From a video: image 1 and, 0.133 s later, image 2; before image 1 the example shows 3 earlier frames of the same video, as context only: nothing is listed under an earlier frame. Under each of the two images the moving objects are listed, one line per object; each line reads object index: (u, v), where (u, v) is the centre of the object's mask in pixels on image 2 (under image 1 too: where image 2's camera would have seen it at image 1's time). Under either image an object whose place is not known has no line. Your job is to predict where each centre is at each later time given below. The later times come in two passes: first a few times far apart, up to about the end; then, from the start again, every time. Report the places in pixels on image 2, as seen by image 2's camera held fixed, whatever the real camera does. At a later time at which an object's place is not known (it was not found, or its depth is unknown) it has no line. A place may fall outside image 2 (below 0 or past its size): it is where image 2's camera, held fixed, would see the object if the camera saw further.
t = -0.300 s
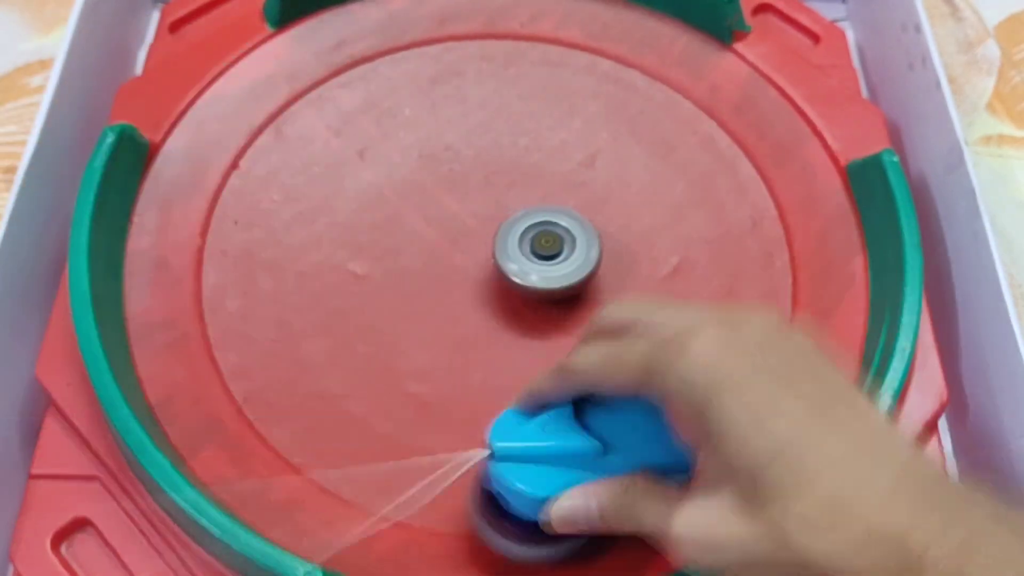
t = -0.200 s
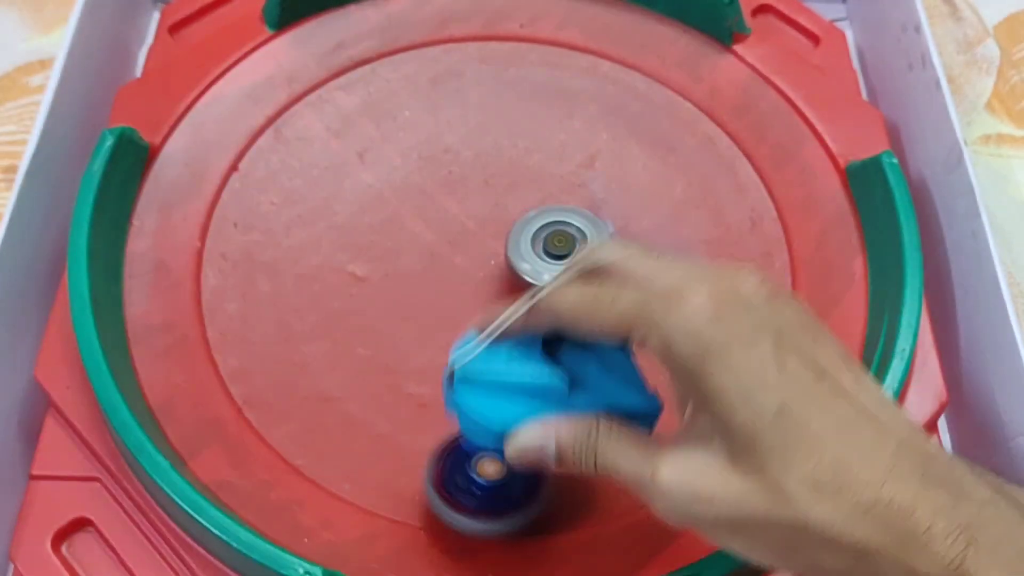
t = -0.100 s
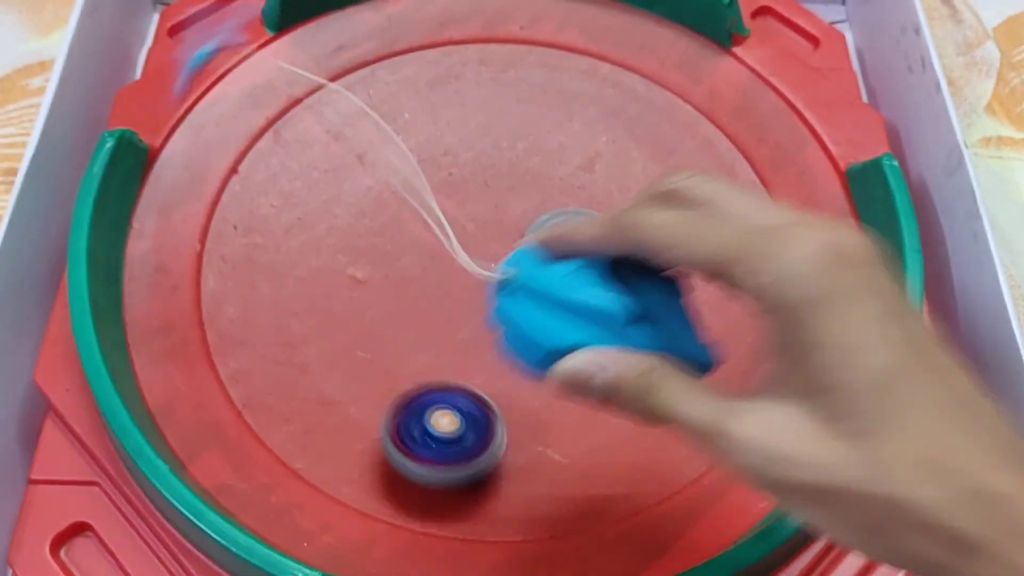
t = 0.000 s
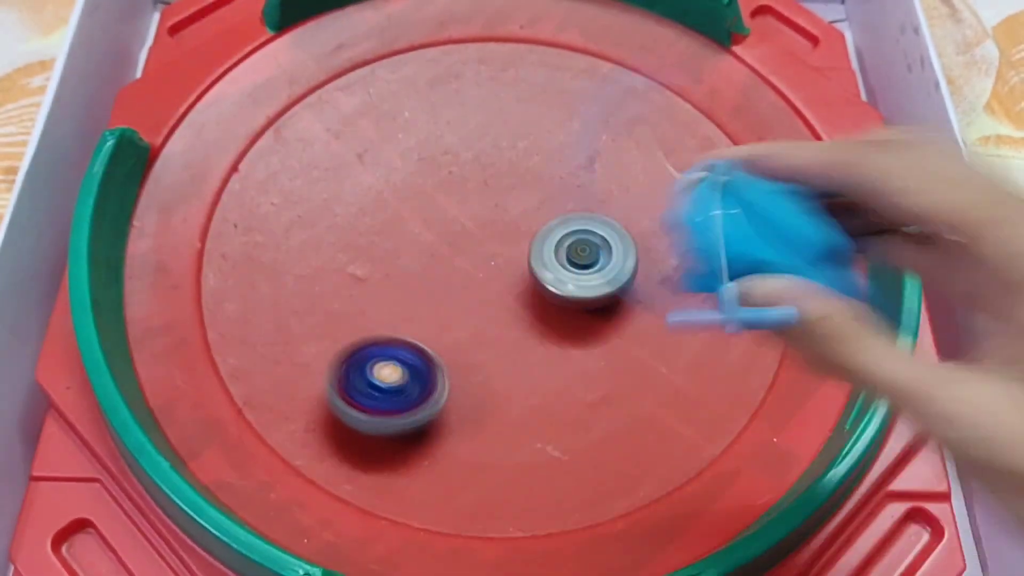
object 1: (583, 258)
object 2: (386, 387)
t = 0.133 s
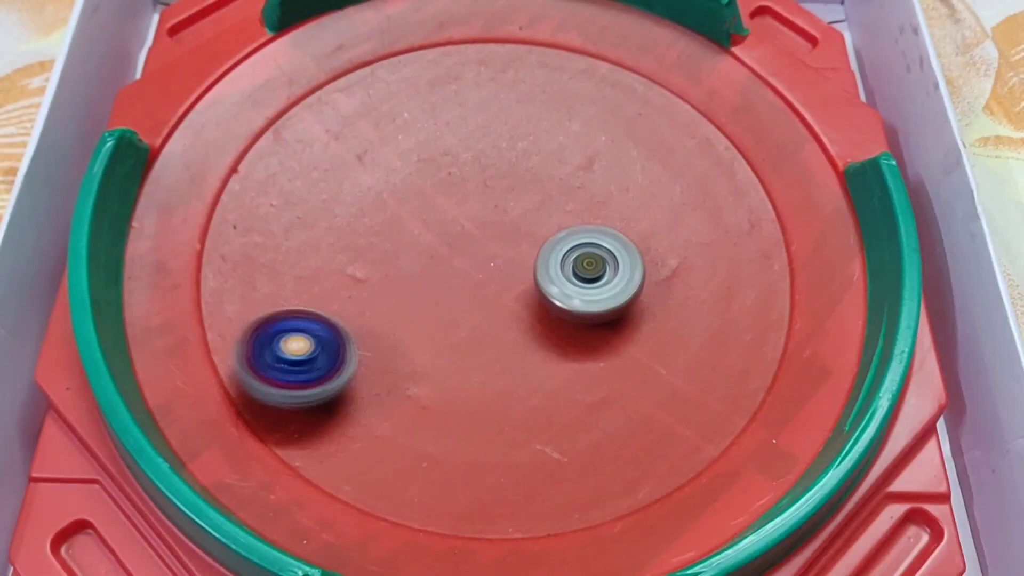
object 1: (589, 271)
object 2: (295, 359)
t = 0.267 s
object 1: (586, 281)
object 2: (236, 370)
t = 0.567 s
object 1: (554, 270)
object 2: (273, 353)
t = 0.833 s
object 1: (568, 226)
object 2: (279, 273)
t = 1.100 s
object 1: (574, 252)
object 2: (251, 208)
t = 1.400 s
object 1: (557, 212)
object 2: (289, 190)
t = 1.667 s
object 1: (553, 240)
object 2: (364, 116)
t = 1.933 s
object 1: (522, 212)
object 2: (370, 72)
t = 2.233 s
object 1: (532, 205)
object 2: (417, 77)
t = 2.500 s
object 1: (517, 233)
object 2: (504, 80)
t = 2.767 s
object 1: (466, 240)
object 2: (570, 60)
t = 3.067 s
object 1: (487, 220)
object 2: (624, 59)
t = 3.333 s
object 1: (501, 268)
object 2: (678, 83)
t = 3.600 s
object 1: (454, 284)
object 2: (700, 136)
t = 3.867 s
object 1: (460, 255)
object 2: (761, 194)
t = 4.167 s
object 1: (522, 257)
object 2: (781, 248)
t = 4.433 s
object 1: (556, 289)
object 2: (768, 301)
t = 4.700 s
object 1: (537, 314)
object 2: (711, 362)
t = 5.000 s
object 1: (520, 282)
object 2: (688, 421)
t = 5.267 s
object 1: (539, 250)
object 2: (612, 432)
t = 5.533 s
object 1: (576, 235)
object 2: (525, 466)
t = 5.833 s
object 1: (585, 255)
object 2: (474, 444)
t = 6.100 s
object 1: (555, 250)
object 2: (354, 408)
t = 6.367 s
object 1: (545, 224)
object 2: (356, 401)
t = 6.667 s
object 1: (557, 215)
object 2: (298, 272)
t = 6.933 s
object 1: (546, 232)
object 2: (276, 286)
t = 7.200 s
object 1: (524, 247)
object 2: (357, 187)
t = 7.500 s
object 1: (484, 256)
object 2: (310, 136)
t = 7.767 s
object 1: (468, 246)
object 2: (423, 154)
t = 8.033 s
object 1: (486, 245)
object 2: (485, 70)
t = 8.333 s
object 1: (498, 264)
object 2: (479, 103)
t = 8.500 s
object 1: (500, 273)
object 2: (559, 135)
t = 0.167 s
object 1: (590, 273)
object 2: (275, 358)
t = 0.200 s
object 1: (589, 276)
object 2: (258, 361)
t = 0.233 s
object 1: (588, 279)
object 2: (240, 367)
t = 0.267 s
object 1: (586, 281)
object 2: (236, 370)
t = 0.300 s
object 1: (584, 284)
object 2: (246, 373)
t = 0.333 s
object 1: (580, 285)
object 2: (257, 373)
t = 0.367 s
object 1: (577, 285)
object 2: (265, 372)
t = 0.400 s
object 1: (574, 285)
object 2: (271, 372)
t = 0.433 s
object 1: (570, 284)
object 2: (273, 371)
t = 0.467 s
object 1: (565, 282)
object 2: (273, 369)
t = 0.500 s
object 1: (560, 279)
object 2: (273, 365)
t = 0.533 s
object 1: (556, 275)
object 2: (272, 360)
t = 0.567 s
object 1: (554, 270)
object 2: (273, 353)
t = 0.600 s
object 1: (553, 265)
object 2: (275, 346)
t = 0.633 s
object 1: (551, 259)
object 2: (277, 338)
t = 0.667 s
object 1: (550, 253)
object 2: (280, 330)
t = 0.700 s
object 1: (551, 246)
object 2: (281, 320)
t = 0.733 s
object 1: (554, 240)
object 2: (282, 309)
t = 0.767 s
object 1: (557, 235)
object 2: (282, 297)
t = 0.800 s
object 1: (562, 230)
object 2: (281, 284)
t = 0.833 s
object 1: (568, 226)
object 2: (279, 273)
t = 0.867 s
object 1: (573, 226)
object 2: (277, 261)
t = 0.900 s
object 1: (579, 229)
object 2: (274, 250)
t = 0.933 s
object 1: (583, 232)
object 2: (269, 241)
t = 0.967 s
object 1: (586, 236)
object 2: (266, 233)
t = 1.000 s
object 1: (587, 242)
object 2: (262, 225)
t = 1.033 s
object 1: (585, 246)
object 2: (257, 218)
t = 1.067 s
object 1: (580, 249)
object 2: (254, 212)
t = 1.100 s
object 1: (574, 252)
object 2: (251, 208)
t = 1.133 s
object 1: (566, 252)
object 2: (251, 206)
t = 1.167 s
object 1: (559, 250)
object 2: (252, 205)
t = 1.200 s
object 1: (554, 245)
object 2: (254, 204)
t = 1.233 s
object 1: (550, 239)
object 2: (257, 203)
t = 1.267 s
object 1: (548, 233)
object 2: (261, 203)
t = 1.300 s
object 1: (548, 227)
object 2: (267, 201)
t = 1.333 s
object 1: (550, 221)
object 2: (274, 198)
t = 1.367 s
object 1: (553, 216)
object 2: (281, 193)
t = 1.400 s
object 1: (557, 212)
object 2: (289, 190)
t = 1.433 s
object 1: (563, 212)
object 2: (297, 186)
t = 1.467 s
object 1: (568, 214)
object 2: (308, 182)
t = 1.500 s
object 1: (573, 218)
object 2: (319, 173)
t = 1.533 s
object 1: (575, 224)
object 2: (331, 163)
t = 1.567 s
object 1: (574, 230)
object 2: (341, 152)
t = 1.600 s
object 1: (569, 236)
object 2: (351, 140)
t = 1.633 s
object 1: (562, 240)
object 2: (359, 128)
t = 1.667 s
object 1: (553, 240)
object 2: (364, 116)
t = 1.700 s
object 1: (544, 238)
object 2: (367, 107)
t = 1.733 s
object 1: (537, 234)
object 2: (368, 98)
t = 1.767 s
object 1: (533, 231)
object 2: (369, 91)
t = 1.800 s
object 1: (529, 227)
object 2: (369, 84)
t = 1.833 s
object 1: (528, 224)
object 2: (368, 80)
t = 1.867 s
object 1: (526, 221)
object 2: (368, 76)
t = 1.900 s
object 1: (524, 216)
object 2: (369, 74)
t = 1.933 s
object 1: (522, 212)
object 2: (370, 72)
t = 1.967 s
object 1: (519, 208)
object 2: (371, 72)
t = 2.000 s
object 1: (517, 204)
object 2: (374, 70)
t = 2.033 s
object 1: (517, 202)
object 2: (376, 71)
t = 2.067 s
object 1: (517, 199)
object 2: (379, 70)
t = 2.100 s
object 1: (519, 198)
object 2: (383, 72)
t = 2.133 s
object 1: (523, 198)
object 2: (390, 72)
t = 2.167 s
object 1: (526, 200)
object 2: (398, 74)
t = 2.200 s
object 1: (529, 202)
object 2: (408, 75)
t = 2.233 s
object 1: (532, 205)
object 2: (417, 77)
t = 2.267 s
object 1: (533, 208)
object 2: (427, 79)
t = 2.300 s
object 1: (532, 212)
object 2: (437, 80)
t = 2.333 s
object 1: (530, 214)
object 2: (449, 80)
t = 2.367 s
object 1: (527, 217)
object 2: (461, 80)
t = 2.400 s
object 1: (524, 220)
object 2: (473, 80)
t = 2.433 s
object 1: (521, 224)
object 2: (484, 81)
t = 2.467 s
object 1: (519, 228)
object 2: (495, 81)
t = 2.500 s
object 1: (517, 233)
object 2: (504, 80)
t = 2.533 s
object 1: (513, 237)
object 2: (514, 78)
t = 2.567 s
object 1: (508, 241)
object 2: (525, 76)
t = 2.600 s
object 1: (501, 244)
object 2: (534, 73)
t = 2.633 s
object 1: (493, 245)
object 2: (542, 72)
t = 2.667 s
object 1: (486, 246)
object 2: (549, 69)
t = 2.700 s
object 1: (479, 246)
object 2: (556, 66)
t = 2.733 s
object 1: (472, 244)
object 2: (563, 63)
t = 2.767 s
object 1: (466, 240)
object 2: (570, 60)
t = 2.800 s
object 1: (463, 235)
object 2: (577, 57)
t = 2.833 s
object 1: (461, 230)
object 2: (582, 54)
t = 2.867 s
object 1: (460, 226)
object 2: (584, 51)
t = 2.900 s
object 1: (461, 224)
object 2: (587, 50)
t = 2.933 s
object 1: (463, 221)
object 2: (592, 50)
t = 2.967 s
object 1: (467, 219)
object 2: (598, 51)
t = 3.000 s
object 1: (473, 217)
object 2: (605, 52)
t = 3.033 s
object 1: (481, 218)
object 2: (614, 56)
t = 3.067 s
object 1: (487, 220)
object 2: (624, 59)
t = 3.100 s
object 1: (494, 224)
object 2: (633, 62)
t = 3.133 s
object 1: (501, 229)
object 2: (643, 66)
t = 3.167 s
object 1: (506, 236)
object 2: (652, 68)
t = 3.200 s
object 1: (509, 243)
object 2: (657, 69)
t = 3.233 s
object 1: (509, 249)
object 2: (662, 72)
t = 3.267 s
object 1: (508, 255)
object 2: (668, 75)
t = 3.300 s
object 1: (505, 262)
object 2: (673, 79)
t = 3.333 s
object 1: (501, 268)
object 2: (678, 83)
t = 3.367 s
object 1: (496, 273)
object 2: (682, 87)
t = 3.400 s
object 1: (489, 277)
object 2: (685, 92)
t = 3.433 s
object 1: (482, 280)
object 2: (688, 99)
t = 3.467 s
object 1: (474, 282)
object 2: (692, 107)
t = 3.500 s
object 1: (467, 283)
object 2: (695, 114)
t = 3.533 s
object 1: (462, 284)
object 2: (698, 120)
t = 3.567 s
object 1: (458, 284)
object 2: (699, 128)
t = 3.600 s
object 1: (454, 284)
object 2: (700, 136)
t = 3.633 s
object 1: (450, 281)
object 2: (704, 148)
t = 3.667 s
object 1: (448, 278)
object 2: (712, 158)
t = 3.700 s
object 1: (446, 274)
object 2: (721, 167)
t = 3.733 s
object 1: (447, 270)
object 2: (730, 176)
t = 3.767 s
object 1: (448, 267)
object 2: (739, 182)
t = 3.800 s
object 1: (451, 263)
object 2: (748, 188)
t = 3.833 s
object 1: (455, 259)
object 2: (754, 191)
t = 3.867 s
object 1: (460, 255)
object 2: (761, 194)
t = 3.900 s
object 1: (466, 252)
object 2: (768, 199)
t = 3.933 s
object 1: (473, 250)
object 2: (776, 206)
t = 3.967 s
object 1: (481, 248)
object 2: (777, 211)
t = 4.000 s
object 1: (490, 245)
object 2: (774, 215)
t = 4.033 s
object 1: (498, 248)
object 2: (775, 221)
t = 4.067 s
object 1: (504, 249)
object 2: (777, 228)
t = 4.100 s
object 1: (511, 251)
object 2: (778, 234)
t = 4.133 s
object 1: (517, 254)
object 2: (780, 242)
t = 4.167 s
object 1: (522, 257)
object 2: (781, 248)
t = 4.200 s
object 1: (528, 259)
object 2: (782, 253)
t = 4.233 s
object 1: (534, 263)
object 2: (780, 258)
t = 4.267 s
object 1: (538, 266)
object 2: (778, 265)
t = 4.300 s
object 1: (542, 271)
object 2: (777, 274)
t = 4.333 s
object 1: (546, 276)
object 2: (776, 281)
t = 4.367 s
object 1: (551, 281)
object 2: (774, 288)
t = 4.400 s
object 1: (554, 285)
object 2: (770, 296)
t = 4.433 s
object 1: (556, 289)
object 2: (768, 301)
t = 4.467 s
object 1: (556, 293)
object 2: (766, 306)
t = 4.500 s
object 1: (555, 298)
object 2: (762, 310)
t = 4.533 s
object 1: (554, 302)
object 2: (755, 314)
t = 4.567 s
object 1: (552, 306)
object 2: (746, 320)
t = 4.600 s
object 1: (549, 309)
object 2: (735, 328)
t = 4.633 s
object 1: (546, 311)
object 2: (726, 339)
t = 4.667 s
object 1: (541, 313)
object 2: (717, 352)
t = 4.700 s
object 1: (537, 314)
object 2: (711, 362)
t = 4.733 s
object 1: (532, 314)
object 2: (706, 372)
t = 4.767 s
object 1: (527, 312)
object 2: (701, 382)
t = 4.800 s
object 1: (523, 309)
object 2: (697, 391)
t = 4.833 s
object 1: (521, 306)
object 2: (695, 400)
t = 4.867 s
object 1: (519, 302)
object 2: (693, 406)
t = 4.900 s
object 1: (519, 297)
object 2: (692, 412)
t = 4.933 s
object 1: (518, 292)
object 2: (691, 416)
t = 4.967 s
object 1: (519, 287)
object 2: (690, 419)
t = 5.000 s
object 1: (520, 282)
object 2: (688, 421)
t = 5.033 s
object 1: (521, 278)
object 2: (684, 423)
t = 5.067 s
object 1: (523, 274)
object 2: (679, 424)
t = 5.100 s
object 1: (524, 270)
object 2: (673, 425)
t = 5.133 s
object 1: (527, 265)
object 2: (663, 426)
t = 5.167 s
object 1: (528, 261)
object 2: (650, 427)
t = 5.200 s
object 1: (532, 257)
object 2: (637, 428)
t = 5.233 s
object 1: (535, 253)
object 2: (626, 429)
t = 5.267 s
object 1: (539, 250)
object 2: (612, 432)
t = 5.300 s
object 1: (543, 247)
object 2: (601, 433)
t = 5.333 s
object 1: (549, 244)
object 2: (588, 436)
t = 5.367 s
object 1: (554, 241)
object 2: (573, 441)
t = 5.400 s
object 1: (558, 238)
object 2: (559, 446)
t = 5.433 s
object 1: (562, 235)
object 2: (547, 453)
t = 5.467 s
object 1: (566, 234)
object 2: (538, 459)
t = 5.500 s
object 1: (571, 234)
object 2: (531, 463)
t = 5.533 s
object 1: (576, 235)
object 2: (525, 466)
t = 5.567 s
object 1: (579, 236)
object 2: (522, 467)
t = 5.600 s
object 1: (583, 238)
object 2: (518, 468)
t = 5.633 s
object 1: (587, 240)
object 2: (515, 468)
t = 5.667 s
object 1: (589, 243)
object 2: (511, 466)
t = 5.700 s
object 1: (590, 246)
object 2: (506, 464)
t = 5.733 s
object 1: (591, 248)
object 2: (499, 460)
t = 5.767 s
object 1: (590, 251)
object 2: (491, 456)
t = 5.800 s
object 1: (589, 253)
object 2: (483, 450)
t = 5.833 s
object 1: (585, 255)
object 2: (474, 444)
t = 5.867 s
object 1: (581, 257)
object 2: (464, 437)
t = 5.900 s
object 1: (577, 258)
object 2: (452, 429)
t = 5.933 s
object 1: (572, 258)
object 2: (438, 421)
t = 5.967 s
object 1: (569, 258)
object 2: (420, 414)
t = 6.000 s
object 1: (566, 256)
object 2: (399, 409)
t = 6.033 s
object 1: (563, 255)
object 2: (380, 406)
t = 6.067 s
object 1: (559, 253)
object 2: (364, 405)
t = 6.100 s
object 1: (555, 250)
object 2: (354, 408)
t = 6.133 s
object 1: (552, 248)
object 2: (346, 412)
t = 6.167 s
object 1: (550, 244)
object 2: (341, 416)
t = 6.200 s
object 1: (548, 241)
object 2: (338, 418)
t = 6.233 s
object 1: (546, 238)
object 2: (336, 419)
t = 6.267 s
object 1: (545, 235)
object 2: (338, 419)
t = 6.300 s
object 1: (545, 231)
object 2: (341, 416)
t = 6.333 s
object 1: (545, 228)
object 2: (348, 410)
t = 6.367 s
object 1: (545, 224)
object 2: (356, 401)
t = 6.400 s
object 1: (545, 221)
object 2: (363, 389)
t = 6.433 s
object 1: (546, 217)
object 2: (365, 373)
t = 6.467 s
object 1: (545, 214)
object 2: (363, 356)
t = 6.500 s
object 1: (546, 211)
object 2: (358, 337)
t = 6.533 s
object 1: (547, 209)
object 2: (351, 321)
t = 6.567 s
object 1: (549, 209)
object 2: (341, 307)
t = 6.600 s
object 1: (552, 210)
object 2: (328, 293)
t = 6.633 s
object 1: (555, 212)
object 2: (314, 282)
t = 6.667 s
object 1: (557, 215)
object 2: (298, 272)
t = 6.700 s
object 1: (557, 217)
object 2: (282, 264)
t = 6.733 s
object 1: (557, 220)
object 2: (266, 261)
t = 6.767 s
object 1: (557, 222)
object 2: (257, 263)
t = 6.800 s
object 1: (556, 225)
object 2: (251, 268)
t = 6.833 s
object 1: (554, 228)
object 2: (250, 276)
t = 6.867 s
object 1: (552, 229)
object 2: (255, 281)
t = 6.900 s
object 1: (549, 231)
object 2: (263, 285)
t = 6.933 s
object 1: (546, 232)
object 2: (276, 286)
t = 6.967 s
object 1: (544, 233)
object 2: (292, 284)
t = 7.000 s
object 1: (541, 234)
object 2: (306, 275)
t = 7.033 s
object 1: (539, 236)
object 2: (321, 264)
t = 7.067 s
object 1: (537, 238)
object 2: (334, 249)
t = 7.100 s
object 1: (535, 241)
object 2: (345, 236)
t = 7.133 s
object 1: (532, 243)
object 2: (352, 221)
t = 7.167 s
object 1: (528, 246)
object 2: (356, 203)
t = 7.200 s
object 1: (524, 247)
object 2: (357, 187)
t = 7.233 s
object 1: (520, 248)
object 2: (355, 172)
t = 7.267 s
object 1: (516, 249)
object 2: (351, 158)
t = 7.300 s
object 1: (512, 251)
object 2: (345, 147)
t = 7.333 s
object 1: (508, 253)
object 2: (339, 137)
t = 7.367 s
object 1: (502, 254)
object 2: (332, 130)
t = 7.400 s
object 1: (497, 255)
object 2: (324, 127)
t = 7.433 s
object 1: (492, 256)
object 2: (316, 127)
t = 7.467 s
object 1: (488, 256)
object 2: (312, 131)
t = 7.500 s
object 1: (484, 256)
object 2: (310, 136)
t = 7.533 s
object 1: (480, 255)
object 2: (313, 144)
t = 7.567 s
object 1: (478, 254)
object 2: (320, 152)
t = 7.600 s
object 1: (475, 254)
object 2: (331, 159)
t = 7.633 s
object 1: (473, 253)
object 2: (346, 162)
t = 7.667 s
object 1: (471, 252)
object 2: (365, 164)
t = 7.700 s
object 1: (470, 251)
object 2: (384, 164)
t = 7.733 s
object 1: (469, 249)
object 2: (403, 161)
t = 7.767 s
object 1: (468, 246)
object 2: (423, 154)
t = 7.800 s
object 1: (469, 244)
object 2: (441, 145)
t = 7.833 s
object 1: (471, 242)
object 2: (455, 134)
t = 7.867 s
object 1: (474, 242)
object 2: (468, 122)
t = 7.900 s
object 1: (477, 243)
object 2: (476, 109)
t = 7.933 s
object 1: (479, 243)
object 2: (482, 98)
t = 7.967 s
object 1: (481, 244)
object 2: (486, 86)
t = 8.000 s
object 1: (483, 244)
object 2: (488, 77)
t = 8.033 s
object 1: (486, 245)
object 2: (485, 70)
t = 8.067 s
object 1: (488, 248)
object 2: (481, 65)
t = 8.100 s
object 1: (489, 250)
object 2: (478, 62)
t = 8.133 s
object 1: (490, 252)
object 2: (474, 60)
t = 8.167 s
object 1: (491, 253)
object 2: (470, 62)
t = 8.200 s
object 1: (492, 256)
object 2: (467, 66)
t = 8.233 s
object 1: (493, 258)
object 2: (464, 74)
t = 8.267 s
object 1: (494, 260)
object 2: (465, 82)
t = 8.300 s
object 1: (498, 262)
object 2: (469, 93)
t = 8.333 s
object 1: (498, 264)
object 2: (479, 103)
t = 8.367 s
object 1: (499, 267)
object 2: (491, 112)
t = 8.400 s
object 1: (500, 270)
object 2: (505, 121)
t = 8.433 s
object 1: (500, 272)
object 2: (521, 128)
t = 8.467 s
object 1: (500, 273)
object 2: (540, 133)
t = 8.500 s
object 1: (500, 273)
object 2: (559, 135)
